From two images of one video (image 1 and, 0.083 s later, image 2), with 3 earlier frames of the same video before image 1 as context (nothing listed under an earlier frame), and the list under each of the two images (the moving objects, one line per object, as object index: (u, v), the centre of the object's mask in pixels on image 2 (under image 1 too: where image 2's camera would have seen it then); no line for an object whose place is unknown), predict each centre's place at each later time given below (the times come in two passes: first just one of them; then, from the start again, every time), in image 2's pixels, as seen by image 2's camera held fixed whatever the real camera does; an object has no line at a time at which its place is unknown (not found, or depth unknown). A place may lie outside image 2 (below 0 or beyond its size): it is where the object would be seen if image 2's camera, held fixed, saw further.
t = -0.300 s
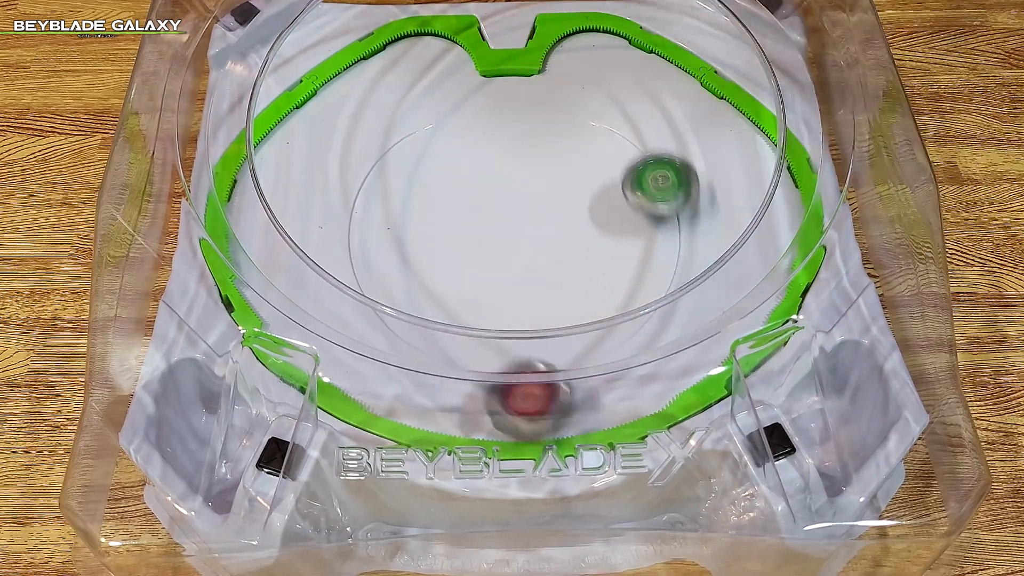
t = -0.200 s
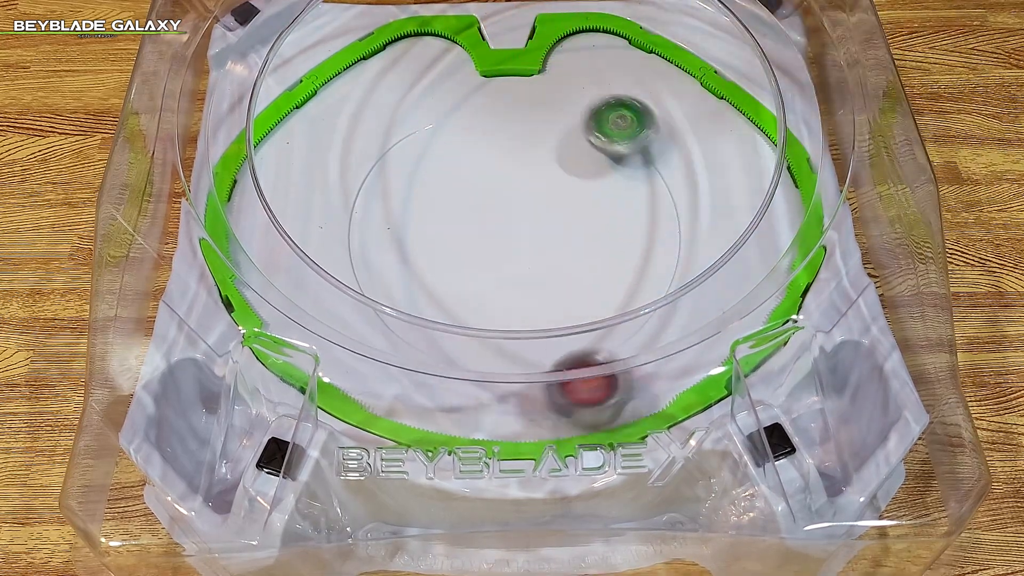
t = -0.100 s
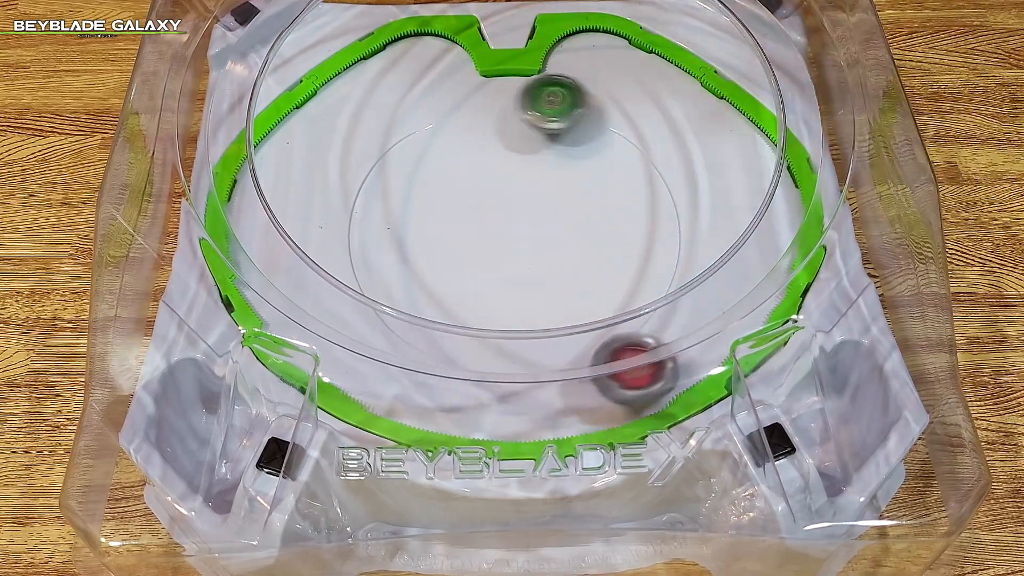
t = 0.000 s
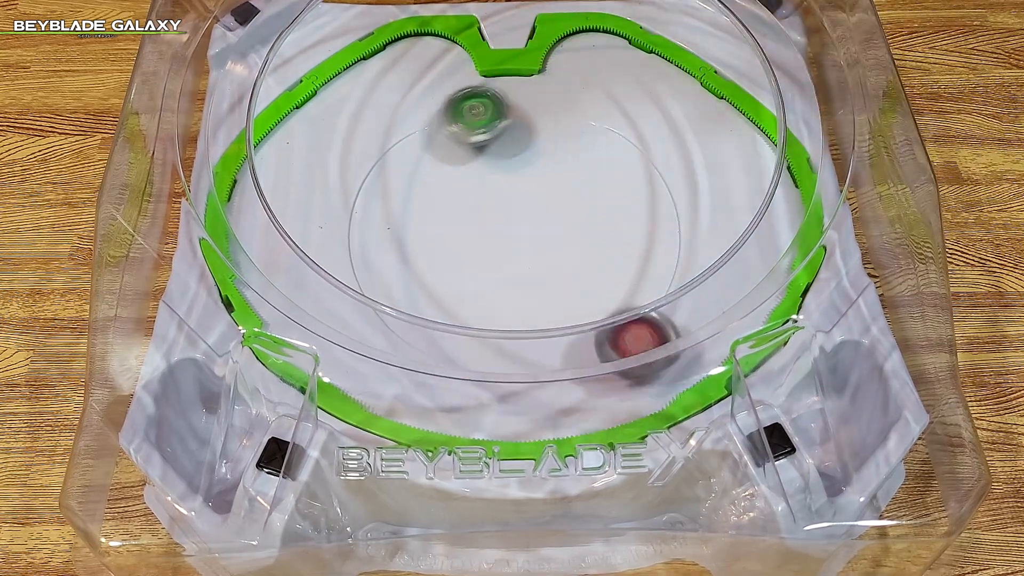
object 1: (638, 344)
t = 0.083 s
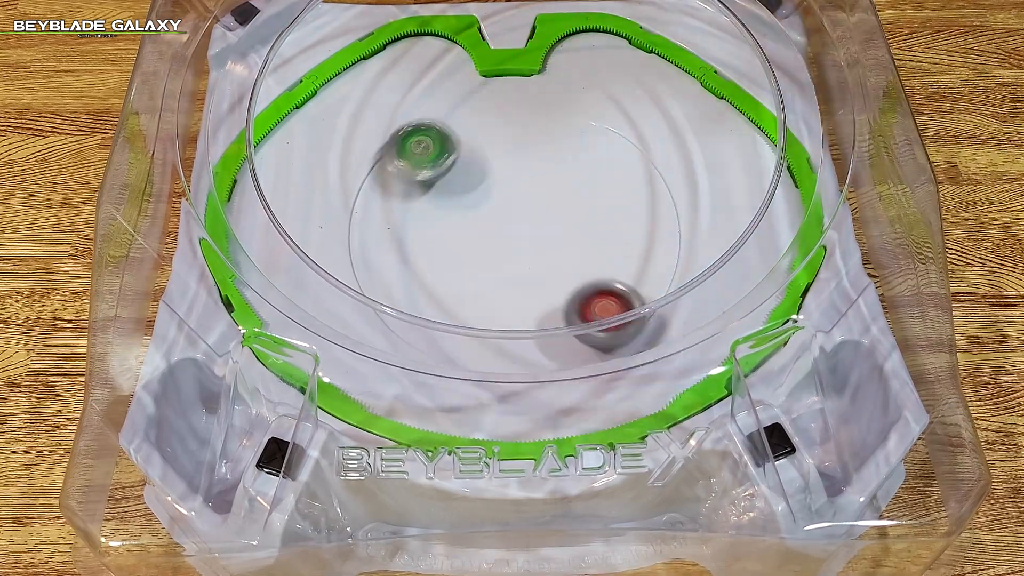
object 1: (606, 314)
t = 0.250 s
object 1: (533, 220)
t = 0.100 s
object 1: (599, 308)
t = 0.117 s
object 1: (593, 295)
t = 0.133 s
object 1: (590, 290)
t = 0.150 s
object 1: (584, 280)
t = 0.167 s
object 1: (579, 270)
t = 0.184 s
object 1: (571, 259)
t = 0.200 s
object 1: (563, 249)
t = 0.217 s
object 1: (555, 239)
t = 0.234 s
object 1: (544, 230)
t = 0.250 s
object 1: (533, 220)
